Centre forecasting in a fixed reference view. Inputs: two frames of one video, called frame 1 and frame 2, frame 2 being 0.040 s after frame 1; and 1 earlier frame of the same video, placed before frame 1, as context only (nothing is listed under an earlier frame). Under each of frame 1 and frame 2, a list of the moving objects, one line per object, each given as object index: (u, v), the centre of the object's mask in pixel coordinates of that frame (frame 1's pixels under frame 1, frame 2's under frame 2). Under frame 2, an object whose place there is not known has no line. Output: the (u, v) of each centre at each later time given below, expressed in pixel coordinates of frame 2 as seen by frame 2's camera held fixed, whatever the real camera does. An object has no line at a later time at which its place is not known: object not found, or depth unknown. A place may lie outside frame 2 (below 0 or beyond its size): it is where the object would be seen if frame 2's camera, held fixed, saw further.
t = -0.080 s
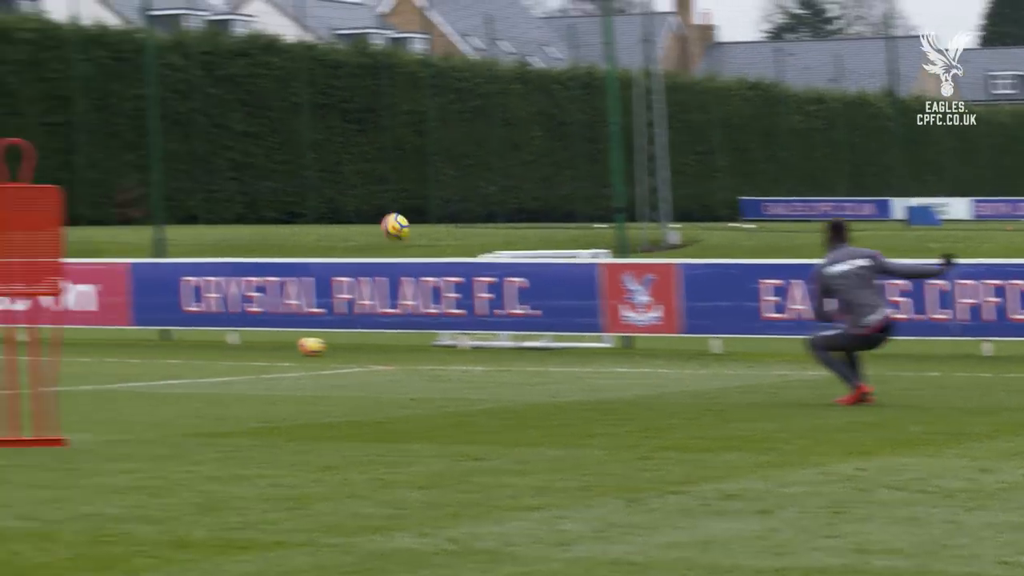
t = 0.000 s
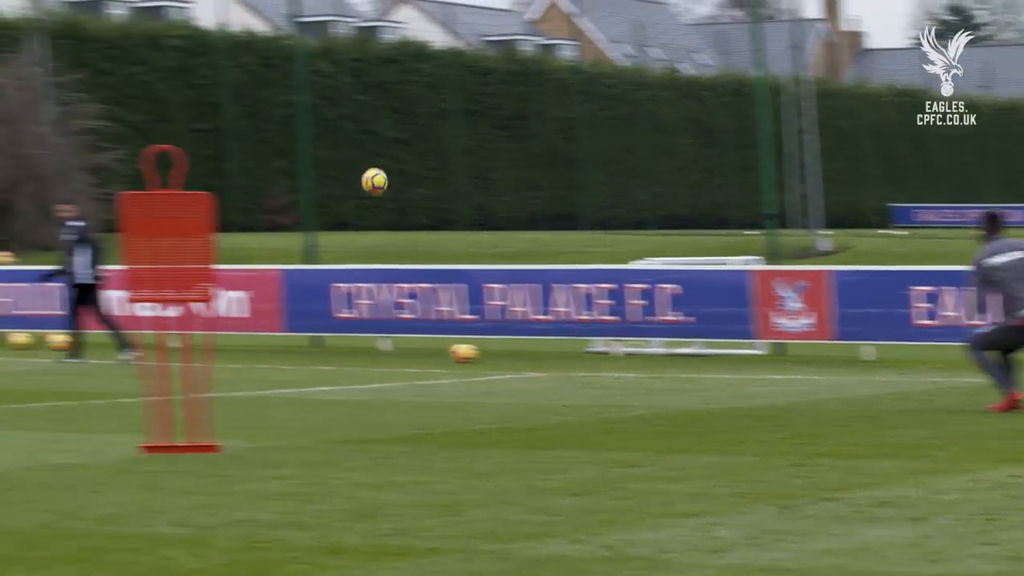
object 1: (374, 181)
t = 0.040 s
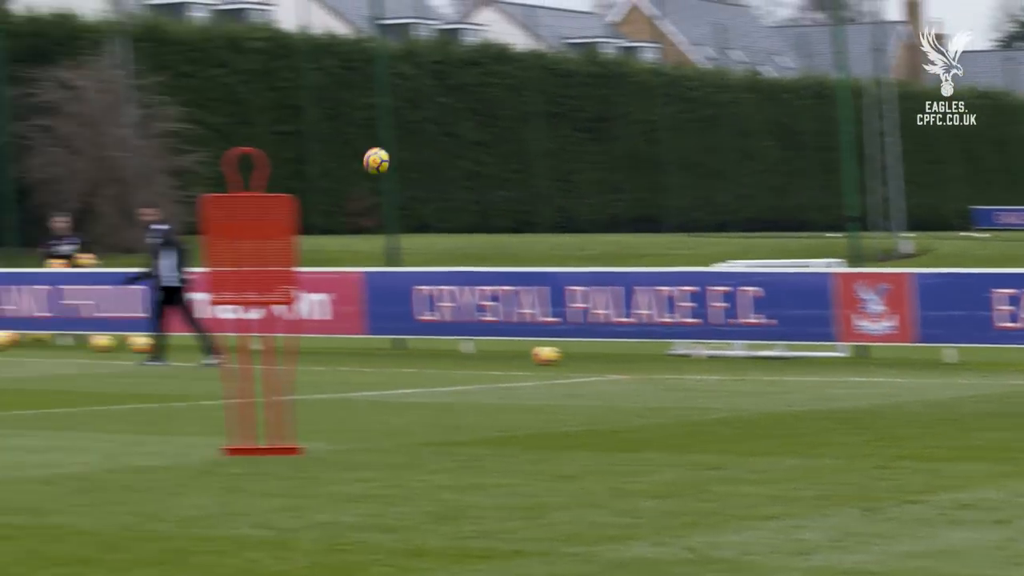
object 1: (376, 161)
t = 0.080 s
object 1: (302, 139)
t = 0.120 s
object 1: (230, 118)
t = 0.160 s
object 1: (159, 97)
